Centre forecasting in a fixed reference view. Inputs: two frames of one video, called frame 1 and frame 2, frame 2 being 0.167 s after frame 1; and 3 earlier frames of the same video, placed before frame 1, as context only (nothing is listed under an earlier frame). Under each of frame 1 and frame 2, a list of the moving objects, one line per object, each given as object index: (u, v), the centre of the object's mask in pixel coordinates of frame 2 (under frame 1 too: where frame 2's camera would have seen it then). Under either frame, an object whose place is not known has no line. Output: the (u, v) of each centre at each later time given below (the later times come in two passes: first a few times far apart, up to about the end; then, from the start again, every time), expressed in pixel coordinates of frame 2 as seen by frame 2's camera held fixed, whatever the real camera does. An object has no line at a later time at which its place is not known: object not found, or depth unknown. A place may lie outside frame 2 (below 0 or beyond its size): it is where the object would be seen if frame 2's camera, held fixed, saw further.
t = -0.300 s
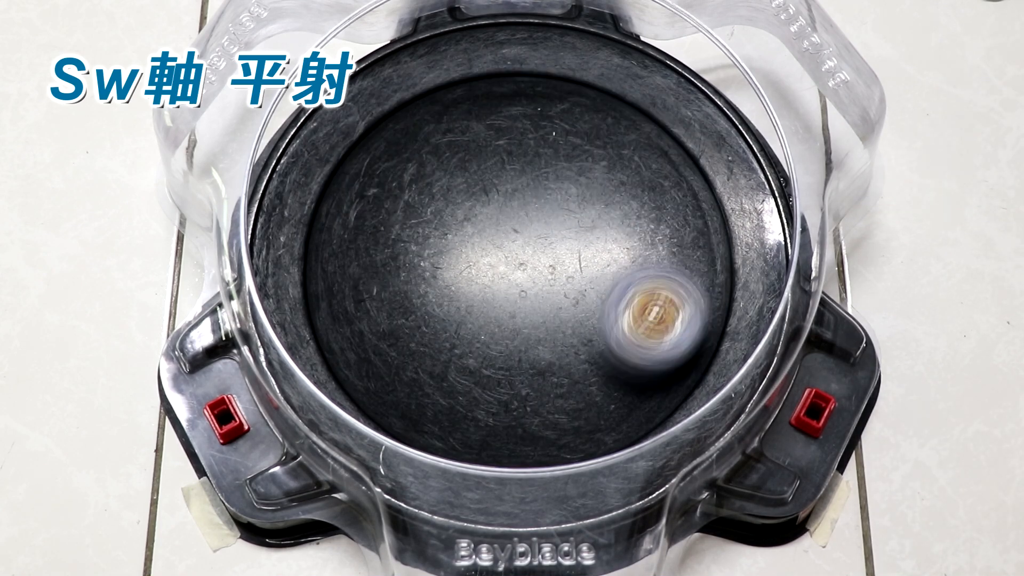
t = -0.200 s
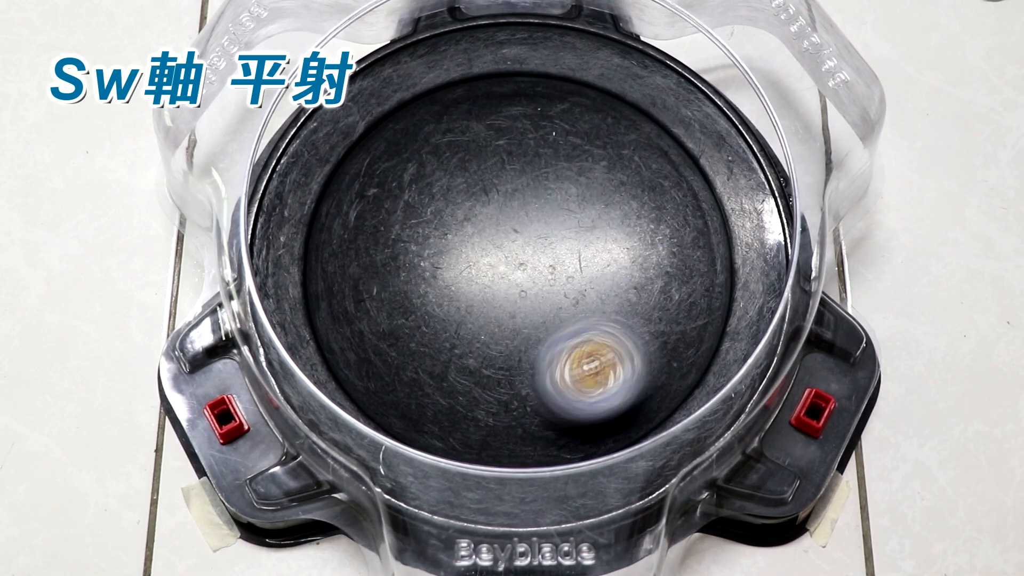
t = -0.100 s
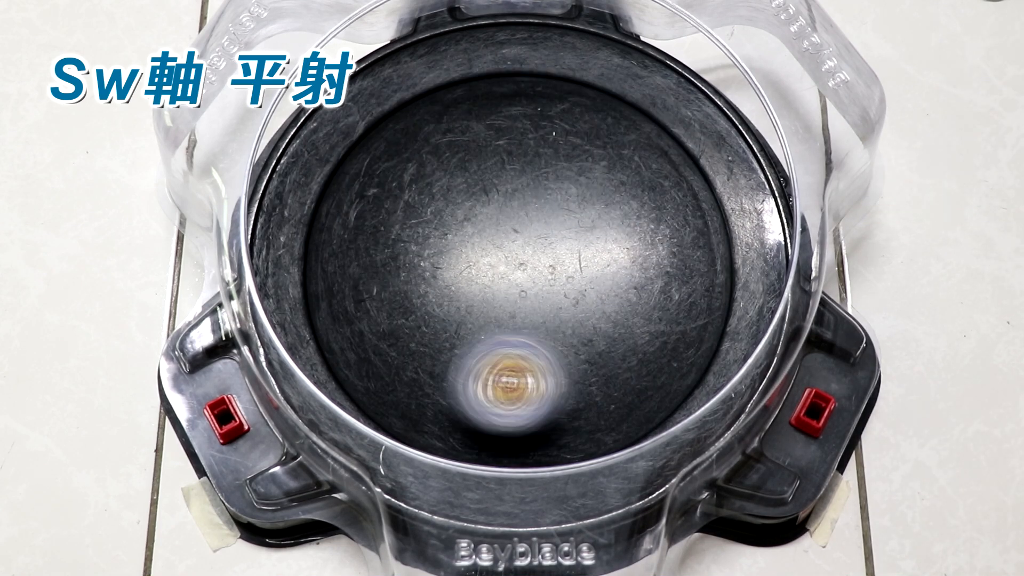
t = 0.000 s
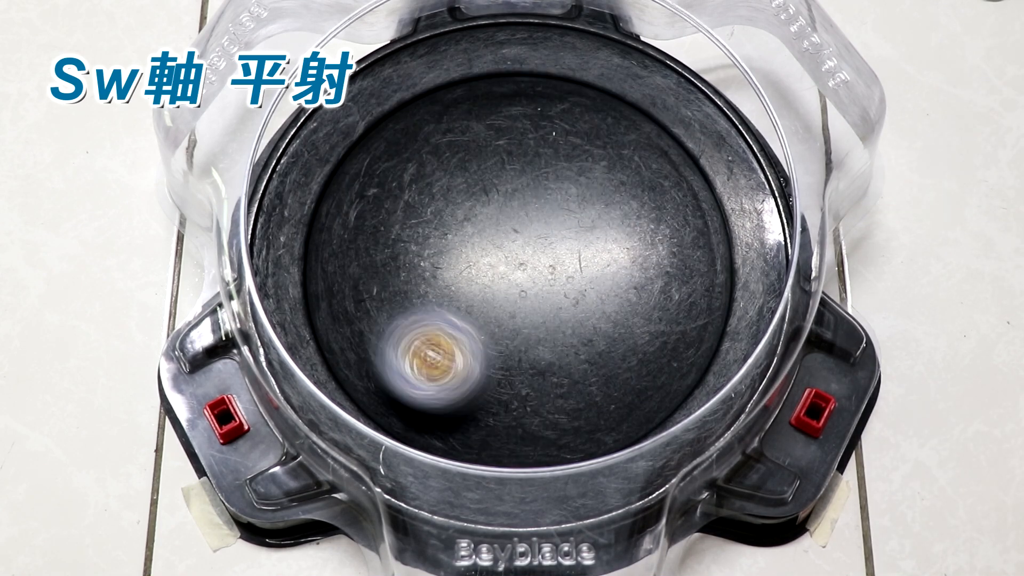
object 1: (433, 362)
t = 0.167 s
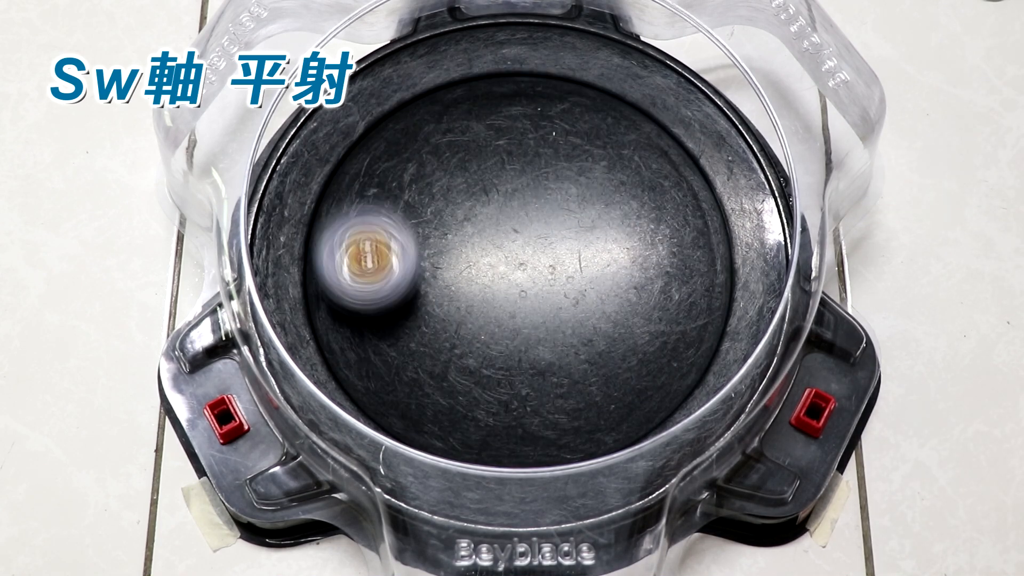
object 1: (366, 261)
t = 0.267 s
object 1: (378, 194)
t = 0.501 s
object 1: (514, 121)
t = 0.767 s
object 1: (648, 249)
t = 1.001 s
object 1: (568, 383)
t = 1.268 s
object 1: (395, 333)
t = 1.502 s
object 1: (414, 188)
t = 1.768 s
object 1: (585, 152)
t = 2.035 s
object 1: (659, 296)
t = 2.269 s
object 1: (525, 378)
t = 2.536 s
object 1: (393, 267)
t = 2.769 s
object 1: (452, 143)
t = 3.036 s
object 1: (611, 174)
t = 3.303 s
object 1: (604, 338)
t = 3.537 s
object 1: (461, 372)
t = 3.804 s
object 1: (388, 241)
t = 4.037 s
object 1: (494, 152)
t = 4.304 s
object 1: (639, 222)
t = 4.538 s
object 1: (611, 349)
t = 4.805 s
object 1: (446, 344)
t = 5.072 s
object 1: (417, 201)
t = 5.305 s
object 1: (527, 138)
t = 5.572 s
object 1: (633, 242)
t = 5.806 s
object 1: (561, 356)
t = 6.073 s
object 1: (414, 327)
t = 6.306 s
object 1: (415, 204)
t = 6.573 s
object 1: (554, 167)
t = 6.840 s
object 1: (639, 277)
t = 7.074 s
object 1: (551, 362)
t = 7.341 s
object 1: (422, 292)
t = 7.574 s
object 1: (446, 180)
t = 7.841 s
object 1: (576, 168)
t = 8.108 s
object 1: (608, 298)
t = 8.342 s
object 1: (504, 358)
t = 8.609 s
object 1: (407, 273)
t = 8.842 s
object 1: (472, 181)
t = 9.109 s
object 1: (600, 204)
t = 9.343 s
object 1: (614, 311)
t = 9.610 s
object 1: (486, 341)
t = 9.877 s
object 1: (423, 236)
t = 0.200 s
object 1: (367, 240)
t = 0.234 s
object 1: (370, 217)
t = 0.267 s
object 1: (378, 194)
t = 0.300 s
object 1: (391, 175)
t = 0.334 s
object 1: (405, 158)
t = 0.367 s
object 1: (424, 144)
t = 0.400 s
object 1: (445, 131)
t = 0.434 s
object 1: (465, 125)
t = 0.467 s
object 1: (490, 121)
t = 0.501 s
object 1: (514, 121)
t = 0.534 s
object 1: (537, 124)
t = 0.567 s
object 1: (563, 133)
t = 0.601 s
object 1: (584, 145)
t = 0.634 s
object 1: (601, 158)
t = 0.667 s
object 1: (620, 180)
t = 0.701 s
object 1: (634, 203)
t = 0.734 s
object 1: (642, 222)
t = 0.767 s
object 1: (648, 249)
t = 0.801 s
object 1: (648, 273)
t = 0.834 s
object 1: (645, 296)
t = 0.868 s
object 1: (636, 319)
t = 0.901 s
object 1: (624, 340)
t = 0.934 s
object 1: (608, 356)
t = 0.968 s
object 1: (588, 372)
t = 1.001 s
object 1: (568, 383)
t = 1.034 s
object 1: (548, 390)
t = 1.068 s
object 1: (520, 393)
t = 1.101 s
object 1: (494, 394)
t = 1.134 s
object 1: (473, 390)
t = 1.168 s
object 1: (448, 380)
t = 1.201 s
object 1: (428, 369)
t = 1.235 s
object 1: (410, 354)
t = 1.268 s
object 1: (395, 333)
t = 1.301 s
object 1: (386, 315)
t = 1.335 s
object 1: (379, 291)
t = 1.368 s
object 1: (377, 269)
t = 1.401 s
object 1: (382, 247)
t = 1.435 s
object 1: (388, 227)
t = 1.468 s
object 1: (399, 205)
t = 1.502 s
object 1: (414, 188)
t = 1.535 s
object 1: (431, 173)
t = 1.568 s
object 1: (451, 159)
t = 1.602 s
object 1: (473, 149)
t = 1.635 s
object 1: (494, 143)
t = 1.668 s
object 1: (518, 141)
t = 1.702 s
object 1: (542, 140)
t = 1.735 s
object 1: (565, 144)
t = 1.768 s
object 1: (585, 152)
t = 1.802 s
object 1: (607, 163)
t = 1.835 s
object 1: (623, 175)
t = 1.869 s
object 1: (639, 192)
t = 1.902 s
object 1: (651, 212)
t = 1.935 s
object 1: (659, 229)
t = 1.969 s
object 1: (664, 252)
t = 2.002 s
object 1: (664, 275)
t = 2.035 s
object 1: (659, 296)
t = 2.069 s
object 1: (649, 317)
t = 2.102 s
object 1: (634, 336)
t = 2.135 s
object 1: (618, 351)
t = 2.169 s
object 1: (597, 363)
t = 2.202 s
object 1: (573, 373)
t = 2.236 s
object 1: (552, 378)
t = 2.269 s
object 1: (525, 378)
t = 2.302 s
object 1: (501, 375)
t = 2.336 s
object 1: (477, 368)
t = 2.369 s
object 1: (455, 356)
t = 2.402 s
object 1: (437, 343)
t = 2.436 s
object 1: (419, 326)
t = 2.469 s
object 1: (407, 307)
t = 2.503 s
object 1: (397, 286)
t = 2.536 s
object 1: (393, 267)
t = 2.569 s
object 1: (391, 245)
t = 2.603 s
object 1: (394, 224)
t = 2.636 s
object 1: (399, 207)
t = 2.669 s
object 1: (409, 187)
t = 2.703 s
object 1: (422, 169)
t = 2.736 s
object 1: (435, 156)
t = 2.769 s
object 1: (452, 143)
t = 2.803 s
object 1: (473, 134)
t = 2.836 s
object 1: (491, 129)
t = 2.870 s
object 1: (514, 127)
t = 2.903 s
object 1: (535, 129)
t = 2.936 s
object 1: (555, 134)
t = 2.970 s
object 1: (577, 144)
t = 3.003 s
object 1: (596, 157)
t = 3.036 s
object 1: (611, 174)
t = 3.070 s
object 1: (623, 191)
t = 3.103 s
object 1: (633, 213)
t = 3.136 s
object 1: (637, 233)
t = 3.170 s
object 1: (639, 256)
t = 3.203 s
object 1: (637, 281)
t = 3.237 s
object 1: (631, 299)
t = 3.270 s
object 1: (619, 319)
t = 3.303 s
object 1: (604, 338)
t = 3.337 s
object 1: (590, 350)
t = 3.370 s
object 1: (570, 363)
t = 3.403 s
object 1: (550, 371)
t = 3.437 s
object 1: (528, 378)
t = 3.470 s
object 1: (505, 379)
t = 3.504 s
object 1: (482, 378)
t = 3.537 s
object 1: (461, 372)
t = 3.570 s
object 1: (439, 363)
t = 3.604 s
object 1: (423, 352)
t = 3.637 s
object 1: (408, 336)
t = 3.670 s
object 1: (396, 319)
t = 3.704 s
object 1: (388, 300)
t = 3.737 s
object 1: (383, 282)
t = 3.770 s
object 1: (383, 260)
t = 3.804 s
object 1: (388, 241)
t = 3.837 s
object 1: (394, 223)
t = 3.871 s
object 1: (405, 203)
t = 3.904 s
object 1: (420, 188)
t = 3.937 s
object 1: (434, 177)
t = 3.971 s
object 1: (454, 165)
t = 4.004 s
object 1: (475, 157)
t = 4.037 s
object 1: (494, 152)
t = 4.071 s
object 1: (516, 151)
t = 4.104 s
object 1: (538, 153)
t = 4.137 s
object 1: (557, 157)
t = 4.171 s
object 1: (578, 164)
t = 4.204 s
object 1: (598, 176)
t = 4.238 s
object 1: (613, 188)
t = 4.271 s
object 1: (628, 203)
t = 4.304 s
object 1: (639, 222)
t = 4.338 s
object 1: (646, 238)
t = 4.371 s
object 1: (650, 258)
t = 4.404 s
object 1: (650, 280)
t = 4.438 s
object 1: (647, 300)
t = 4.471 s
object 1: (639, 317)
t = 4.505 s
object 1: (627, 334)
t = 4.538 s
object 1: (611, 349)
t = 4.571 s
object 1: (593, 360)
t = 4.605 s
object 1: (571, 369)
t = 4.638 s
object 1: (552, 374)
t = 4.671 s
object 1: (530, 374)
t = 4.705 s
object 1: (505, 373)
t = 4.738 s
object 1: (486, 366)
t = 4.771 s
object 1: (466, 356)
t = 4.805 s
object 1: (446, 344)
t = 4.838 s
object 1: (433, 330)
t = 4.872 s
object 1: (422, 313)
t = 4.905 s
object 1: (411, 293)
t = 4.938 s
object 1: (406, 274)
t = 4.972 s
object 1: (404, 255)
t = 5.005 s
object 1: (406, 236)
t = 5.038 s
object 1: (409, 219)
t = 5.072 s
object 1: (417, 201)
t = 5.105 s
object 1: (428, 184)
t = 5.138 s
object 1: (439, 171)
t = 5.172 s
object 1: (454, 158)
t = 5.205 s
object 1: (472, 147)
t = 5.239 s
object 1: (488, 142)
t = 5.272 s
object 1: (508, 138)
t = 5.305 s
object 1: (527, 138)
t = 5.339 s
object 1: (548, 140)
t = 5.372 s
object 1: (566, 147)
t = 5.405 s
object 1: (585, 157)
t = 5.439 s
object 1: (600, 171)
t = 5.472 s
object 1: (612, 185)
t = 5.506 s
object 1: (624, 205)
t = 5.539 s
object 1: (629, 224)
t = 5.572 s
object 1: (633, 242)
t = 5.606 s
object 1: (632, 264)
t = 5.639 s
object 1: (628, 282)
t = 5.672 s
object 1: (620, 302)
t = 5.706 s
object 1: (608, 320)
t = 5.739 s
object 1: (597, 331)
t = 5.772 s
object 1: (579, 346)
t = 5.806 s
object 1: (561, 356)
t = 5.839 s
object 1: (542, 362)
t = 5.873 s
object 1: (523, 366)
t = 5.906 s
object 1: (500, 368)
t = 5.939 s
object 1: (481, 365)
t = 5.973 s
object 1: (462, 360)
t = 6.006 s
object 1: (442, 351)
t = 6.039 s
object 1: (427, 340)
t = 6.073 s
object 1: (414, 327)
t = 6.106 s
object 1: (402, 309)
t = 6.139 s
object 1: (395, 293)
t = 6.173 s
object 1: (392, 274)
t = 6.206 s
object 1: (393, 255)
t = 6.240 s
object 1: (397, 240)
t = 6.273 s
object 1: (403, 222)
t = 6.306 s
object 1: (415, 204)
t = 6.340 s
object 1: (428, 192)
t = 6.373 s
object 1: (444, 181)
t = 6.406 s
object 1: (461, 171)
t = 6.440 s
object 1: (479, 165)
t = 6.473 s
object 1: (497, 161)
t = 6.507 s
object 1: (517, 160)
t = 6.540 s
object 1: (537, 162)
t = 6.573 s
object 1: (554, 167)
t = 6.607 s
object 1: (574, 175)
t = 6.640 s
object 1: (589, 184)
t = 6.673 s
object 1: (604, 194)
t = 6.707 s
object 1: (617, 209)
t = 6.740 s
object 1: (628, 224)
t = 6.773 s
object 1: (634, 239)
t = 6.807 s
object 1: (639, 260)
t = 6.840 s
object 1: (639, 277)
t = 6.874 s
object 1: (634, 295)
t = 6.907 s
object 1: (627, 312)
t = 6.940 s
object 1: (616, 327)
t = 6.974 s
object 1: (603, 340)
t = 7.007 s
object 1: (585, 352)
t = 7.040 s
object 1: (567, 360)
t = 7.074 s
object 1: (551, 362)
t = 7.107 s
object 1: (528, 365)
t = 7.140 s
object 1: (509, 361)
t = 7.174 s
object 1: (490, 356)
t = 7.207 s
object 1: (471, 348)
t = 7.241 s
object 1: (456, 336)
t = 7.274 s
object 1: (441, 323)
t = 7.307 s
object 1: (431, 308)
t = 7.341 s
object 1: (422, 292)
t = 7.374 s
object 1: (416, 275)
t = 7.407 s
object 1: (415, 257)
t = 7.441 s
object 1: (416, 241)
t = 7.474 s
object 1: (419, 224)
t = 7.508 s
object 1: (426, 206)
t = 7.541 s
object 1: (435, 193)
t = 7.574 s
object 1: (446, 180)
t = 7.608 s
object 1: (459, 169)
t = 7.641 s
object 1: (474, 159)
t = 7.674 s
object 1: (490, 154)
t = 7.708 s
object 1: (508, 150)
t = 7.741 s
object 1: (525, 149)
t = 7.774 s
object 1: (543, 153)
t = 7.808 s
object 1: (560, 159)
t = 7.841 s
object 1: (576, 168)
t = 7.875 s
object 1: (591, 181)
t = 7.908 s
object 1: (602, 195)
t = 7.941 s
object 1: (612, 211)
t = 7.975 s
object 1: (617, 227)
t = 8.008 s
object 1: (620, 245)
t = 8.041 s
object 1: (620, 262)
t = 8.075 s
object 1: (616, 281)
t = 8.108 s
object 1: (608, 298)
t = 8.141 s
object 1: (599, 314)
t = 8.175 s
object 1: (588, 325)
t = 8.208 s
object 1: (574, 337)
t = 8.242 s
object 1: (558, 347)
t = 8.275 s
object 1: (542, 353)
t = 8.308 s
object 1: (524, 357)
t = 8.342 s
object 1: (504, 358)
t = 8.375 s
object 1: (486, 357)
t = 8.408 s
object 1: (468, 352)
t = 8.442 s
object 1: (451, 344)
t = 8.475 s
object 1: (438, 334)
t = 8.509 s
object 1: (424, 320)
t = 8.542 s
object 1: (415, 306)
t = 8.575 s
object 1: (409, 291)
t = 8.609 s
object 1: (407, 273)
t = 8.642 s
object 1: (408, 258)
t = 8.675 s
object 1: (411, 241)
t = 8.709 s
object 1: (419, 225)
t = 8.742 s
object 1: (429, 213)
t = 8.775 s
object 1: (442, 201)
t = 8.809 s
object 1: (456, 189)
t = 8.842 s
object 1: (472, 181)
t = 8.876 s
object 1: (487, 176)
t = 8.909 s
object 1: (505, 173)
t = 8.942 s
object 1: (523, 172)
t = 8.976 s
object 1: (539, 174)
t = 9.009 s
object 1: (557, 179)
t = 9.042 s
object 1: (573, 185)
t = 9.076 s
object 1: (587, 192)
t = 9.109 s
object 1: (600, 204)
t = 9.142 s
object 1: (613, 217)
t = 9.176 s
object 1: (620, 230)
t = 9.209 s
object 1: (625, 246)
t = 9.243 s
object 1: (627, 263)
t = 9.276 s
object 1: (627, 279)
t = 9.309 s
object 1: (623, 295)
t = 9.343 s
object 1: (614, 311)
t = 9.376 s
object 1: (602, 323)
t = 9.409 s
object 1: (589, 334)
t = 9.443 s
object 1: (573, 343)
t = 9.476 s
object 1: (558, 347)
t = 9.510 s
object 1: (539, 351)
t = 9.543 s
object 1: (520, 351)
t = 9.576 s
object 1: (504, 347)
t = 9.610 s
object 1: (486, 341)
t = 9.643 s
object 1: (470, 333)
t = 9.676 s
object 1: (457, 323)
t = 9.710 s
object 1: (445, 310)
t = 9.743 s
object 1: (435, 296)
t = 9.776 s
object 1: (428, 282)
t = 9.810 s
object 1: (424, 266)
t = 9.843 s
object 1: (423, 249)
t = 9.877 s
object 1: (423, 236)
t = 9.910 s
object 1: (427, 221)
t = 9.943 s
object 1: (435, 206)
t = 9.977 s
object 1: (443, 193)
